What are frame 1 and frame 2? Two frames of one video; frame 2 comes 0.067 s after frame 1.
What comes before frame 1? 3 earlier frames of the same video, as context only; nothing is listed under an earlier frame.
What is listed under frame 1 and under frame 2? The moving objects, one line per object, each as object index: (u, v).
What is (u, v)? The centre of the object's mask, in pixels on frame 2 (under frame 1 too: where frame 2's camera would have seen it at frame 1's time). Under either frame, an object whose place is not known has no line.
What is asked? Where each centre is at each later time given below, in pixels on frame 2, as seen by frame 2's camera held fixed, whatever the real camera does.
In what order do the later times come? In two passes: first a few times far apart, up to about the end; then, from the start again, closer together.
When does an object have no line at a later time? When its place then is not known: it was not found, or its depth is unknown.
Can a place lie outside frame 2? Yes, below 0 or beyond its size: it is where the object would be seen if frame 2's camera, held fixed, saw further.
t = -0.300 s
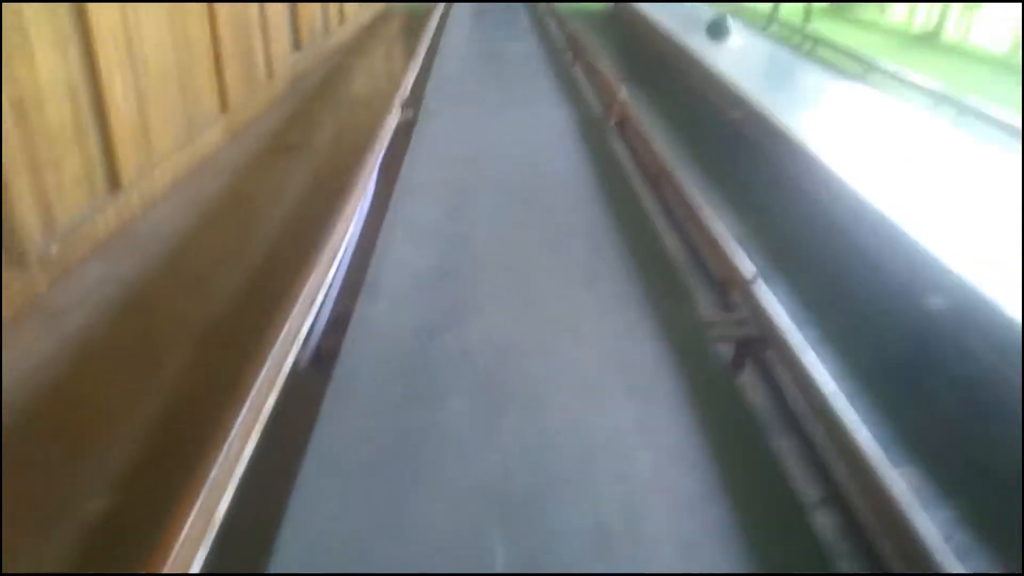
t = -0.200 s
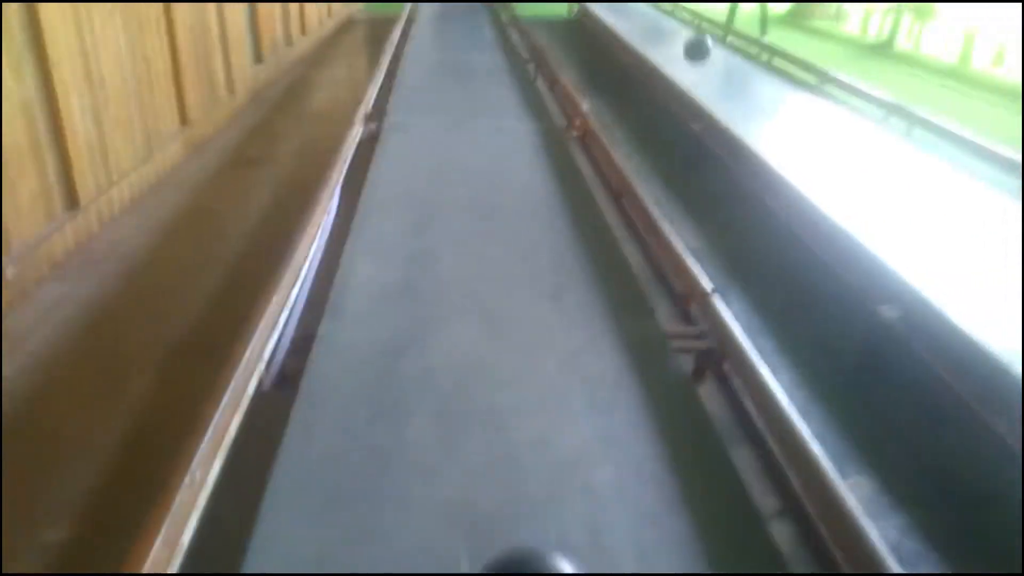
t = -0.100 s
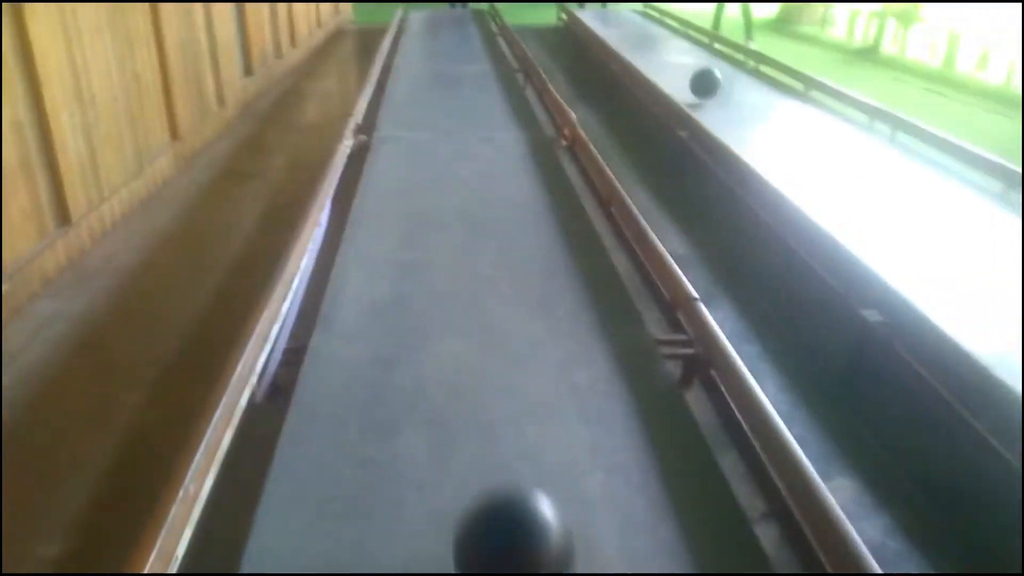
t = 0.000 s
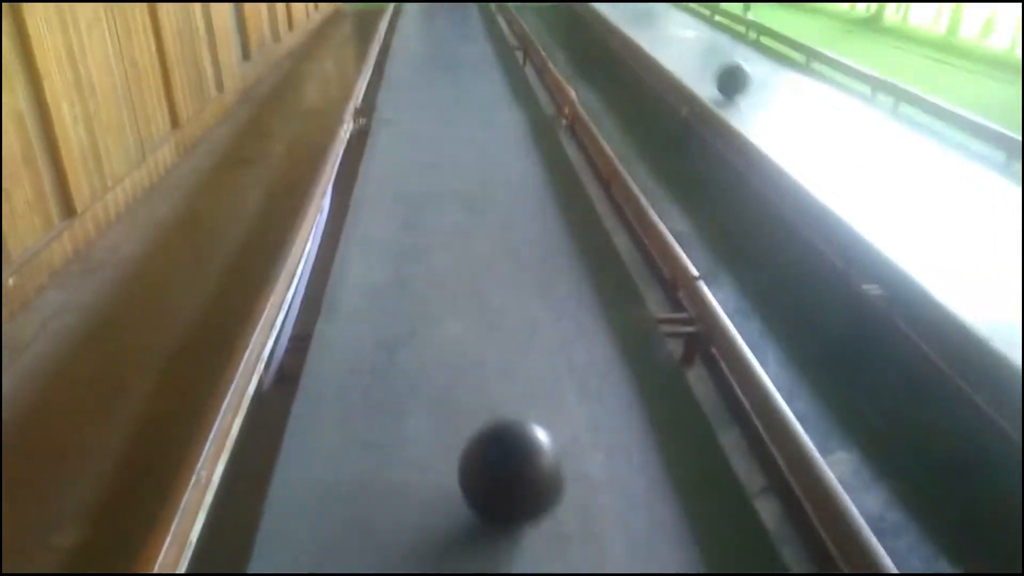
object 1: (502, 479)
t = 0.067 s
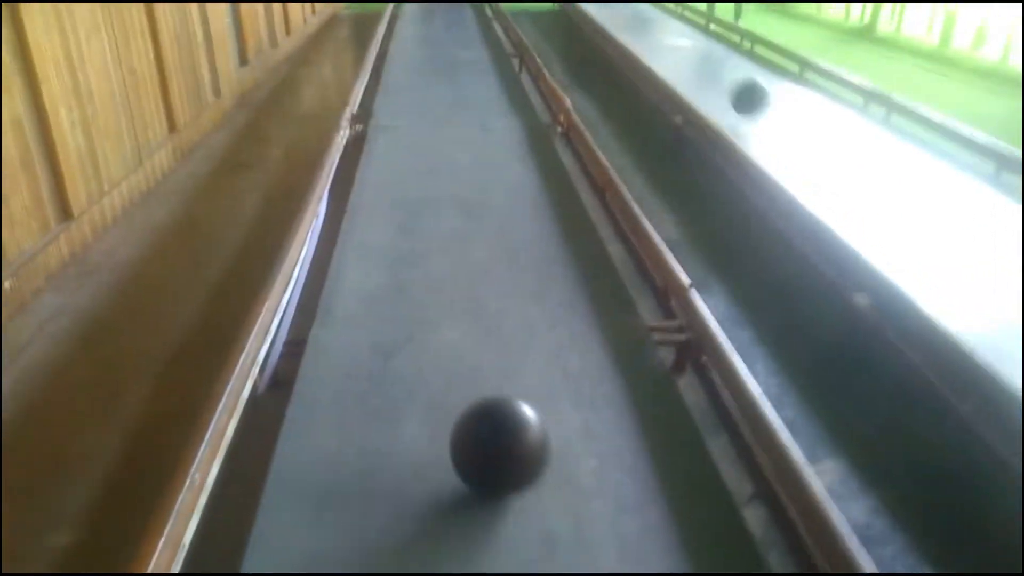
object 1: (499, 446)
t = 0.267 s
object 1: (493, 369)
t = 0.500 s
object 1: (487, 301)
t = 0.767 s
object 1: (486, 246)
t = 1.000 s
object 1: (484, 208)
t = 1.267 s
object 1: (481, 174)
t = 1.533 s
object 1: (477, 147)
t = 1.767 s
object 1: (474, 127)
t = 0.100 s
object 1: (498, 432)
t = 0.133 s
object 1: (496, 417)
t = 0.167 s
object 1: (496, 405)
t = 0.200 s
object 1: (495, 392)
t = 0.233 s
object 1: (494, 380)
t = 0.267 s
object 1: (493, 369)
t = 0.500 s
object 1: (487, 301)
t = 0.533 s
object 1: (487, 293)
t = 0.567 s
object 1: (488, 285)
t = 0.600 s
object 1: (488, 278)
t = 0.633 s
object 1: (487, 271)
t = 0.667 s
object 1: (487, 265)
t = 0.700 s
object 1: (487, 258)
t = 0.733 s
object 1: (486, 252)
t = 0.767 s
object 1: (486, 246)
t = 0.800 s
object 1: (485, 240)
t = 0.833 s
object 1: (485, 234)
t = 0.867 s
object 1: (485, 228)
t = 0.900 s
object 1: (485, 223)
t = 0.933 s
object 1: (485, 218)
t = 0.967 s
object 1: (484, 213)
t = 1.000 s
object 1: (484, 208)
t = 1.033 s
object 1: (484, 203)
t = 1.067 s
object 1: (483, 198)
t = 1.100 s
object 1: (482, 194)
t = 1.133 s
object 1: (482, 189)
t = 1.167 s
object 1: (482, 185)
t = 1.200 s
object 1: (481, 181)
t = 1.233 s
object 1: (481, 177)
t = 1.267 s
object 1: (481, 174)
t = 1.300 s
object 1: (481, 170)
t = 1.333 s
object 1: (480, 167)
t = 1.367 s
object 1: (480, 163)
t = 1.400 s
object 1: (479, 159)
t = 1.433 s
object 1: (479, 156)
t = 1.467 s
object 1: (478, 153)
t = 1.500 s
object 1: (478, 150)
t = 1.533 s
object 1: (477, 147)
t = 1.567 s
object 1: (477, 144)
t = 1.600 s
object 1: (476, 141)
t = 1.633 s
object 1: (476, 139)
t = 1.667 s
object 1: (476, 136)
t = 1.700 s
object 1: (475, 133)
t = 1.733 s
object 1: (474, 131)
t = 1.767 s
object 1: (474, 127)
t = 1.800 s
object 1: (474, 125)
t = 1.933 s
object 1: (472, 118)
